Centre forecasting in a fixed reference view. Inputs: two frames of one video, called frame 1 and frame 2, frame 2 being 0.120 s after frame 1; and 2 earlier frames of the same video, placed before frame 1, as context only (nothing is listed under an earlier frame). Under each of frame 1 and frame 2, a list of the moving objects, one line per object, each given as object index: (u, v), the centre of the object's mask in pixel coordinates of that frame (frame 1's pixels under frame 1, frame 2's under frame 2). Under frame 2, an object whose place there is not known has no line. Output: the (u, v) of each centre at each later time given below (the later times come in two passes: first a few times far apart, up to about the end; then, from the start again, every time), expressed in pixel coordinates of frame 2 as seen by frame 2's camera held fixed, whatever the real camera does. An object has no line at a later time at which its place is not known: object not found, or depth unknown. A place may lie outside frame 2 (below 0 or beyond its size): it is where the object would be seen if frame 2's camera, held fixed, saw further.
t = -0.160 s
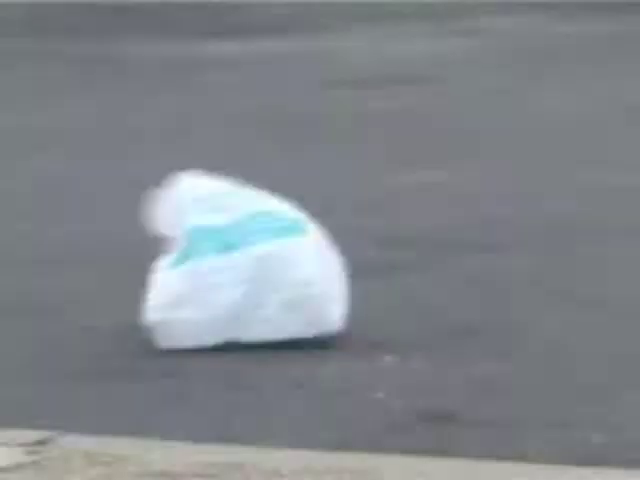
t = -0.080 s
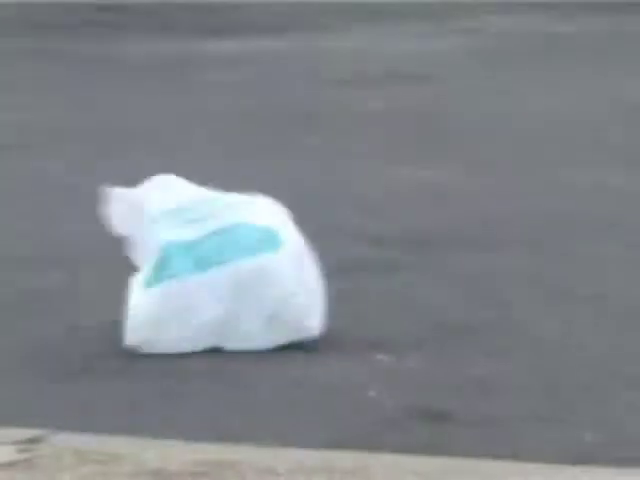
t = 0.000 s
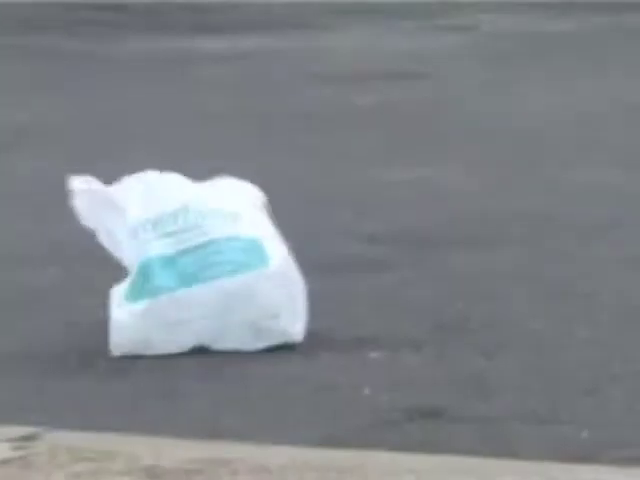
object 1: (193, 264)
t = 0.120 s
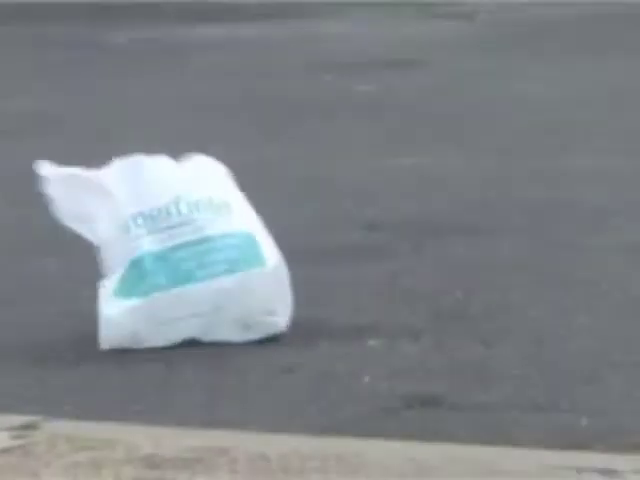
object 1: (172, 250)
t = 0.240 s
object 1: (157, 254)
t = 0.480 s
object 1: (146, 273)
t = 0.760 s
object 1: (142, 266)
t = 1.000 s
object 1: (135, 262)
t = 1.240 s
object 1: (138, 268)
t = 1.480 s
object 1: (117, 308)
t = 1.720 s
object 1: (73, 341)
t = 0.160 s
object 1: (166, 250)
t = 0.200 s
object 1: (162, 252)
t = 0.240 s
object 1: (157, 254)
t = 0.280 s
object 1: (154, 258)
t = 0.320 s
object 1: (151, 262)
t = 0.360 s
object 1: (149, 266)
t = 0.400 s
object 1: (148, 269)
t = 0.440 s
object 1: (146, 272)
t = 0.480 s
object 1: (146, 273)
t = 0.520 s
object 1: (146, 272)
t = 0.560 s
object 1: (145, 273)
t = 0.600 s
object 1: (141, 272)
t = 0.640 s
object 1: (139, 271)
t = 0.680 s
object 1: (140, 270)
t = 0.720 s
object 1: (140, 269)
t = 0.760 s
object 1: (142, 266)
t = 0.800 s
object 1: (142, 267)
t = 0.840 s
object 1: (139, 265)
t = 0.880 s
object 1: (142, 265)
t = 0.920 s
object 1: (140, 263)
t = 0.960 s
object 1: (138, 261)
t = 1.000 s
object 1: (135, 262)
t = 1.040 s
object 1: (133, 262)
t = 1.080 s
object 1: (133, 264)
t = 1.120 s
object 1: (134, 264)
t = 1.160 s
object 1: (137, 264)
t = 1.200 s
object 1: (138, 267)
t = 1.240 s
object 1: (138, 268)
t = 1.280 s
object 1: (138, 272)
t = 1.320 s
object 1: (137, 277)
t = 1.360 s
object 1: (132, 285)
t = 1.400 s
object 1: (128, 294)
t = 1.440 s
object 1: (122, 301)
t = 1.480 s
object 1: (117, 308)
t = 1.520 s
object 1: (113, 316)
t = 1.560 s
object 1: (108, 323)
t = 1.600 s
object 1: (102, 329)
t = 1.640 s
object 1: (93, 333)
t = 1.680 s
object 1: (83, 337)
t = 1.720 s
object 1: (73, 341)
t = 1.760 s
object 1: (63, 345)
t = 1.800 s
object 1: (53, 347)
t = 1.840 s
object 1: (41, 348)
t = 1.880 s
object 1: (30, 346)
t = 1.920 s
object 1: (19, 343)
